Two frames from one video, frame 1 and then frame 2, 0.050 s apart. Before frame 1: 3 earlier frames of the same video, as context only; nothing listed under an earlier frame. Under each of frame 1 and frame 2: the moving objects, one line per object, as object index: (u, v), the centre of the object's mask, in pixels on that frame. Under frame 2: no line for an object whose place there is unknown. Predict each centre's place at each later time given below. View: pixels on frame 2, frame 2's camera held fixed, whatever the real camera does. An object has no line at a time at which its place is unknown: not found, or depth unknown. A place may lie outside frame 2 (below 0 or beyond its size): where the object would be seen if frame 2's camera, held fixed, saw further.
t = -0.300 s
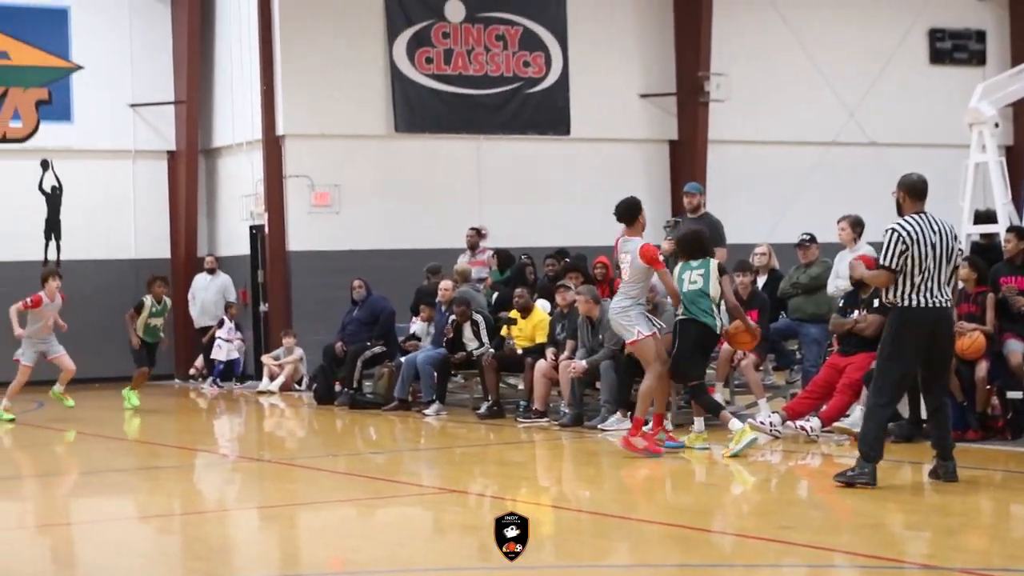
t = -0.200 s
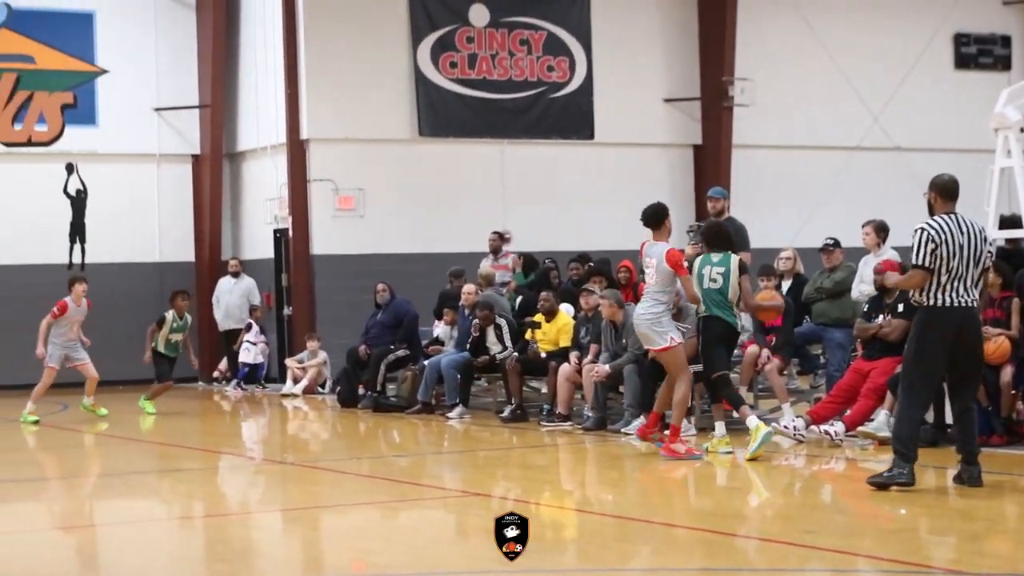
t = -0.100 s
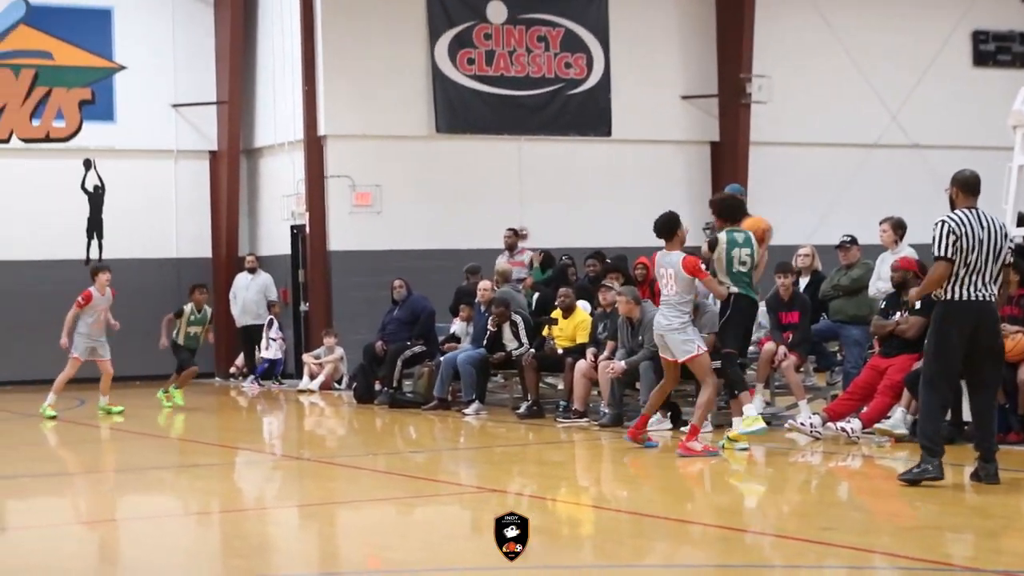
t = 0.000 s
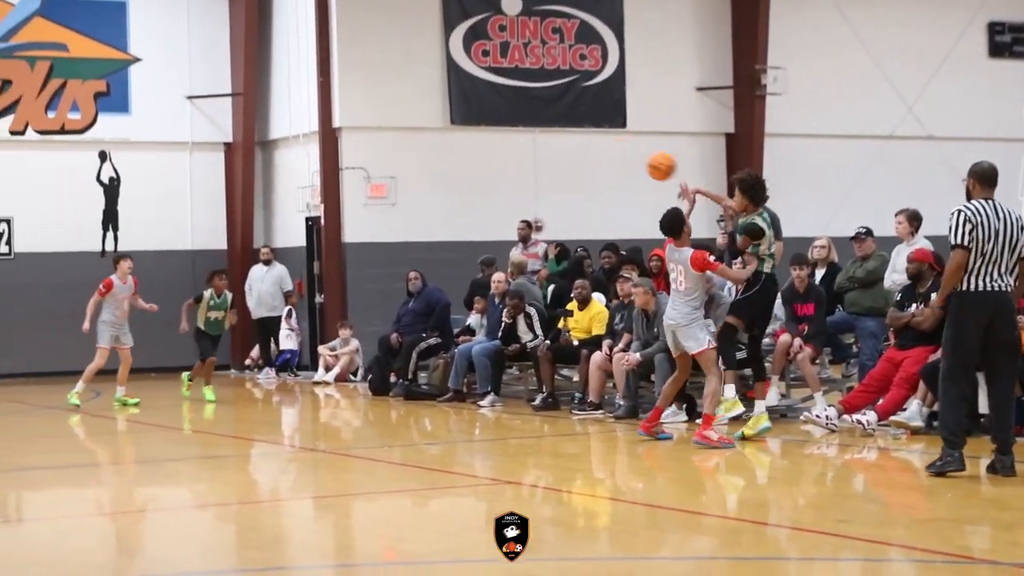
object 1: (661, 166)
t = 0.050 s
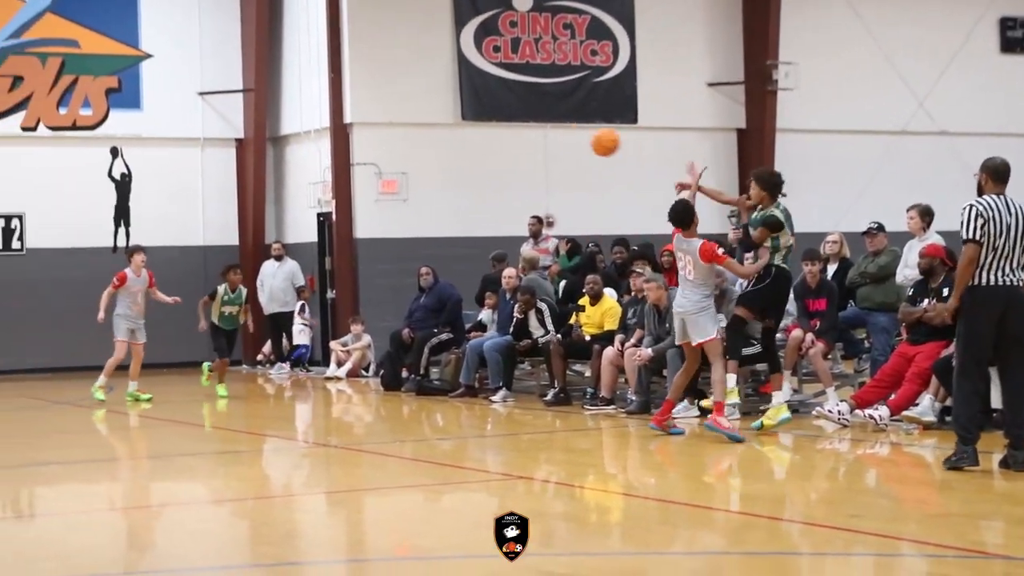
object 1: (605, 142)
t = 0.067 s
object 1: (583, 136)
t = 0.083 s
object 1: (562, 130)
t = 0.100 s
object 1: (542, 125)
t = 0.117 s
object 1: (521, 121)
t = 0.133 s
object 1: (502, 116)
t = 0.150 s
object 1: (483, 112)
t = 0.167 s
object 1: (464, 108)
